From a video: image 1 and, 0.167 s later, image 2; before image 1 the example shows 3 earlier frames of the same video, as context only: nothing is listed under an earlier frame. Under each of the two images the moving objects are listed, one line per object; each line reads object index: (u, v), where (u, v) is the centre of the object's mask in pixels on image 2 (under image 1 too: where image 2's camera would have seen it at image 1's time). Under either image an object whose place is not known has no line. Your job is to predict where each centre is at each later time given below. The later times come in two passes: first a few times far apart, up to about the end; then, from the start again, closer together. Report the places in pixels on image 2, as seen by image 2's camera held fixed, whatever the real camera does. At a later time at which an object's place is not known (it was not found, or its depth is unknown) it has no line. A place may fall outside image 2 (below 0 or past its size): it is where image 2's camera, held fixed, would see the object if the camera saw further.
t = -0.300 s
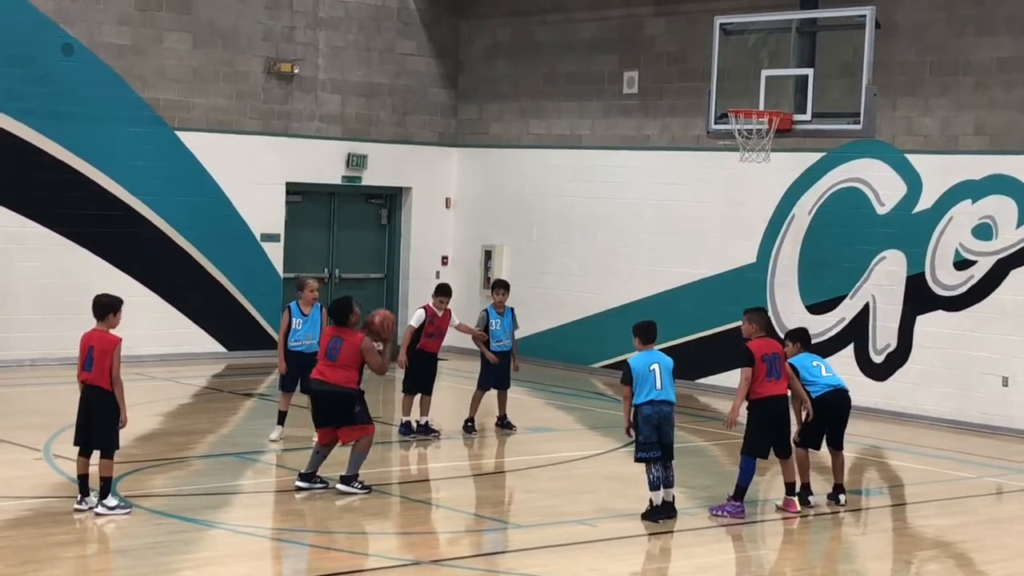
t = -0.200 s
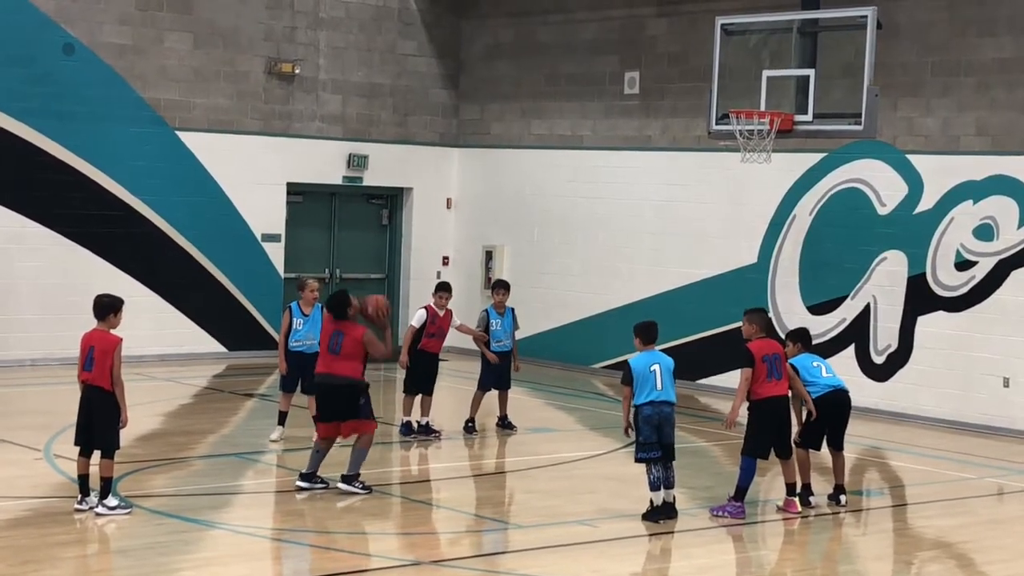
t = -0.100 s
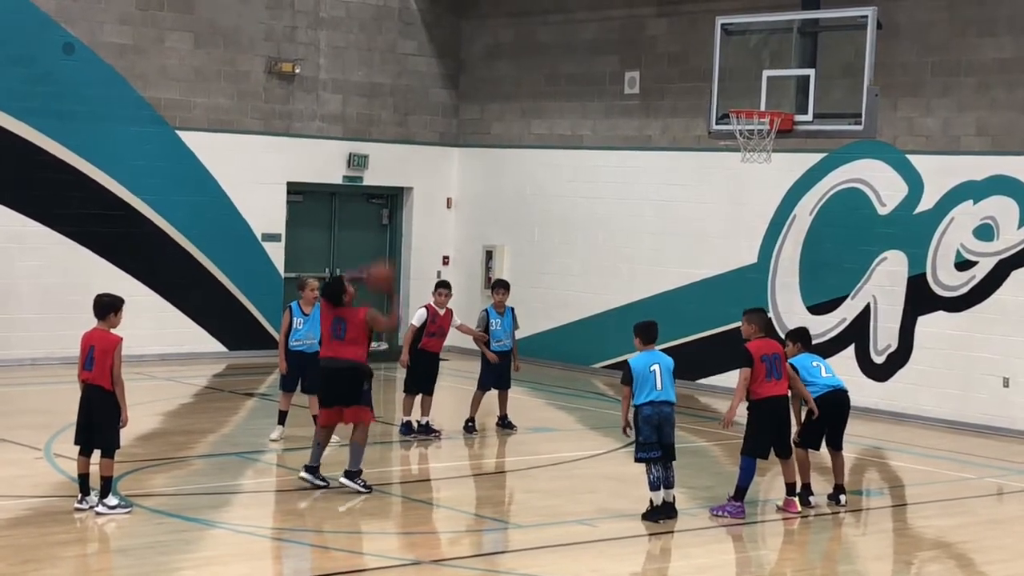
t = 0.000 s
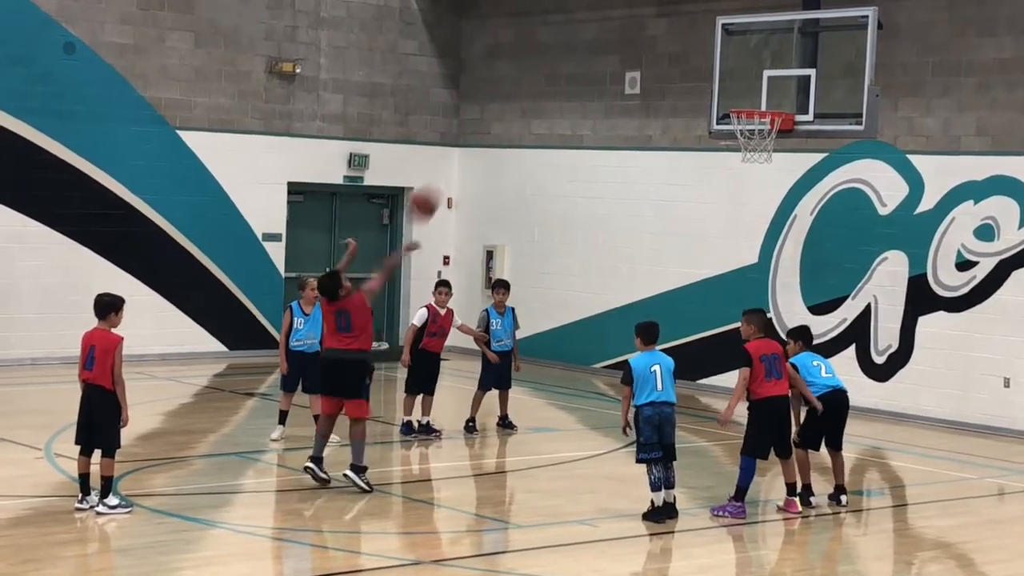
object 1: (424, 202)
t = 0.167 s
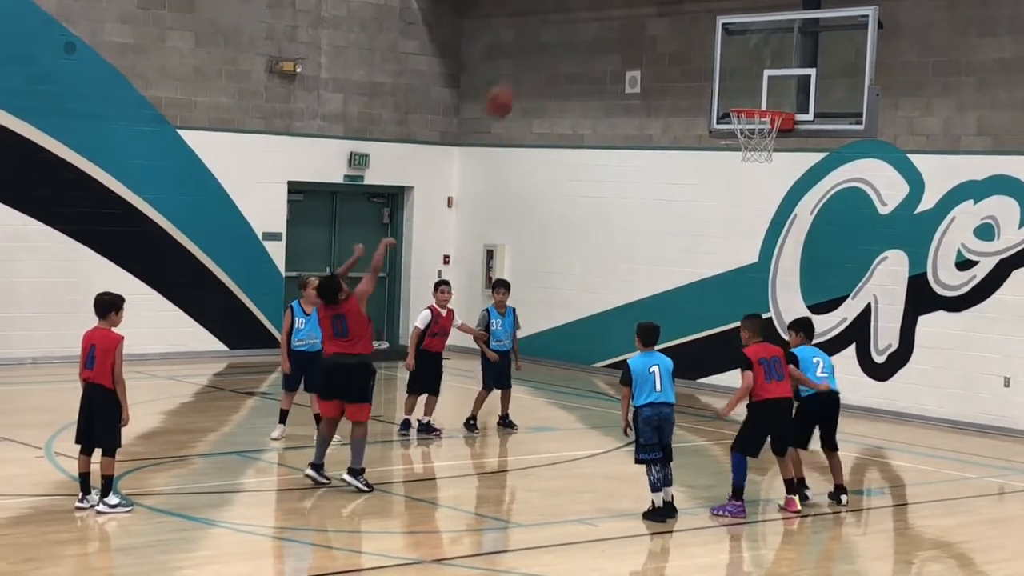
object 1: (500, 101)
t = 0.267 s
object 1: (544, 59)
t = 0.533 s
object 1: (647, 12)
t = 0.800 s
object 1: (741, 49)
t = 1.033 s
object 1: (801, 78)
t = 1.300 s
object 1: (774, 50)
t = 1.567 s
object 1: (741, 99)
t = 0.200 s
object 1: (516, 84)
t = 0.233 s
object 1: (530, 71)
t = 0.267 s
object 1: (544, 59)
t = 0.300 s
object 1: (559, 47)
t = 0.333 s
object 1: (572, 38)
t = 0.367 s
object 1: (585, 30)
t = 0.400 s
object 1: (599, 24)
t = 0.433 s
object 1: (611, 19)
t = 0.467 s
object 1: (624, 15)
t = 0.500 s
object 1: (636, 12)
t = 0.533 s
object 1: (647, 12)
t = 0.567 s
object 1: (660, 12)
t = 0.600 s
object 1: (673, 13)
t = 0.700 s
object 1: (707, 25)
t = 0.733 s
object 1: (719, 33)
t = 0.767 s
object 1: (730, 39)
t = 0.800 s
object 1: (741, 49)
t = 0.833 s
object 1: (750, 58)
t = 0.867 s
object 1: (759, 67)
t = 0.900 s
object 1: (771, 83)
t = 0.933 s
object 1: (781, 95)
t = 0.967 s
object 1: (786, 94)
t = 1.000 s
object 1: (795, 87)
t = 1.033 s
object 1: (801, 78)
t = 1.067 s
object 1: (799, 69)
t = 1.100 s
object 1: (796, 64)
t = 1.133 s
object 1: (789, 56)
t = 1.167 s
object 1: (788, 54)
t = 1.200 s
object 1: (786, 52)
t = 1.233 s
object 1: (783, 48)
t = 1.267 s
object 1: (777, 48)
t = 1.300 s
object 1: (774, 50)
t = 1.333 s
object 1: (771, 51)
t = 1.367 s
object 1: (766, 54)
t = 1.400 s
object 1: (762, 58)
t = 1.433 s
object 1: (760, 62)
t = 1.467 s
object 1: (756, 70)
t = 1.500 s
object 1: (749, 80)
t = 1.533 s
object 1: (745, 90)
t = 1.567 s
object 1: (741, 99)
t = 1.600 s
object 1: (737, 114)
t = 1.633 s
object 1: (734, 127)
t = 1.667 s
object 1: (726, 141)
